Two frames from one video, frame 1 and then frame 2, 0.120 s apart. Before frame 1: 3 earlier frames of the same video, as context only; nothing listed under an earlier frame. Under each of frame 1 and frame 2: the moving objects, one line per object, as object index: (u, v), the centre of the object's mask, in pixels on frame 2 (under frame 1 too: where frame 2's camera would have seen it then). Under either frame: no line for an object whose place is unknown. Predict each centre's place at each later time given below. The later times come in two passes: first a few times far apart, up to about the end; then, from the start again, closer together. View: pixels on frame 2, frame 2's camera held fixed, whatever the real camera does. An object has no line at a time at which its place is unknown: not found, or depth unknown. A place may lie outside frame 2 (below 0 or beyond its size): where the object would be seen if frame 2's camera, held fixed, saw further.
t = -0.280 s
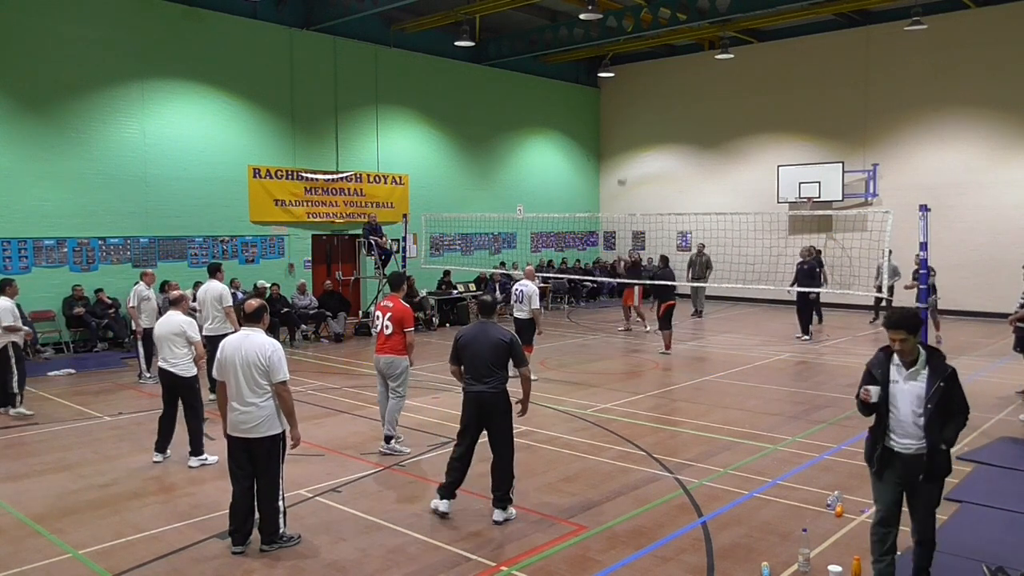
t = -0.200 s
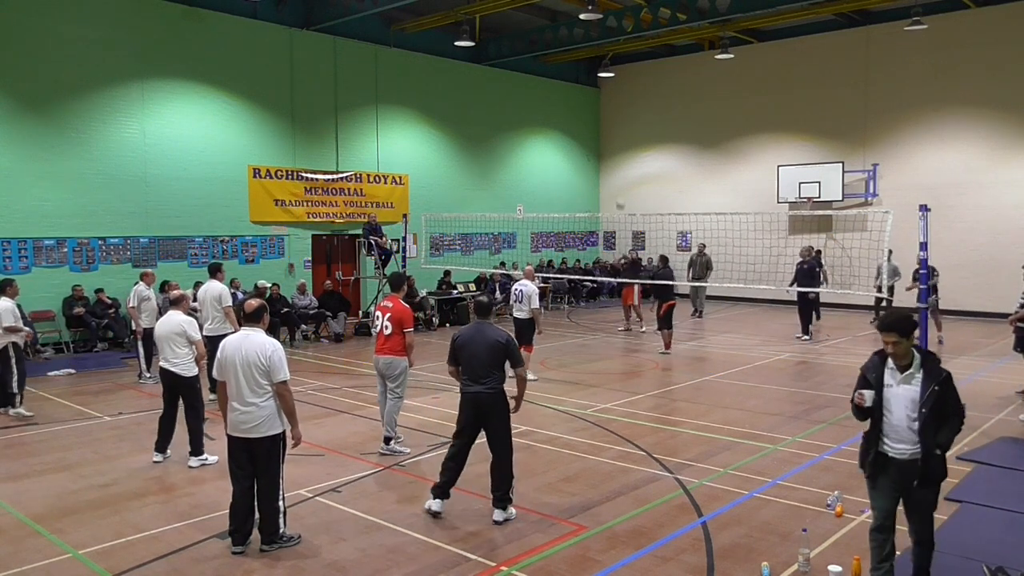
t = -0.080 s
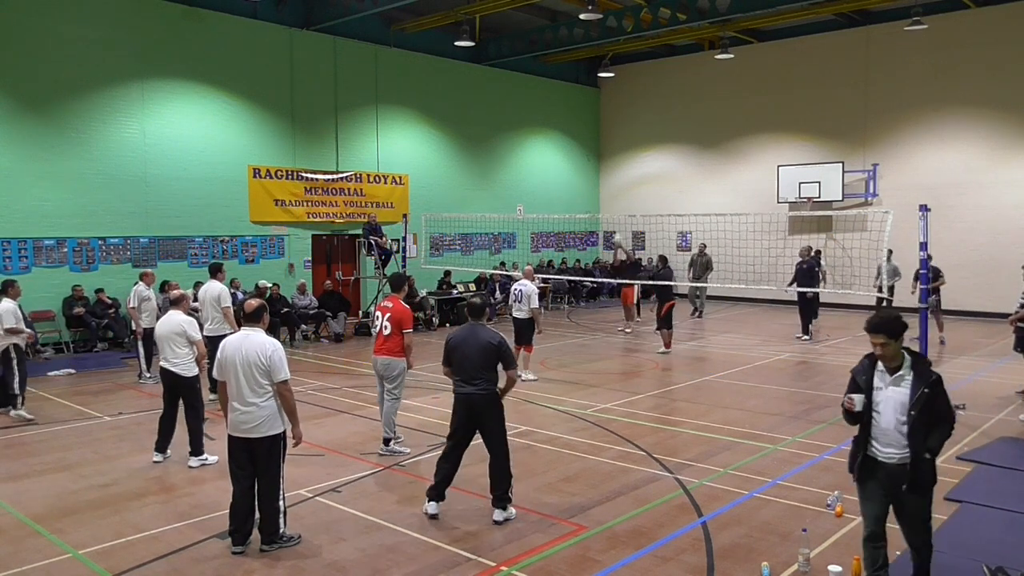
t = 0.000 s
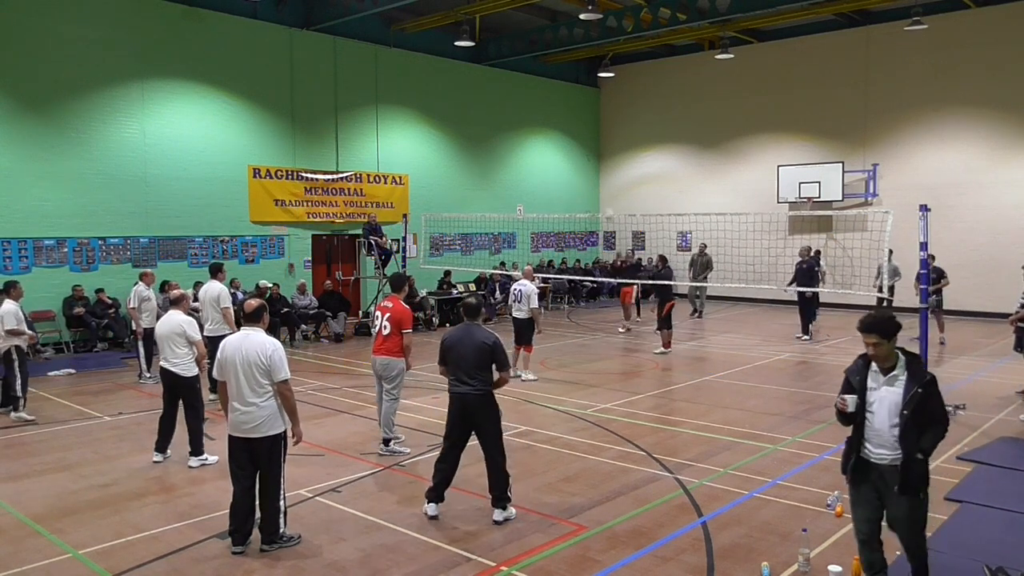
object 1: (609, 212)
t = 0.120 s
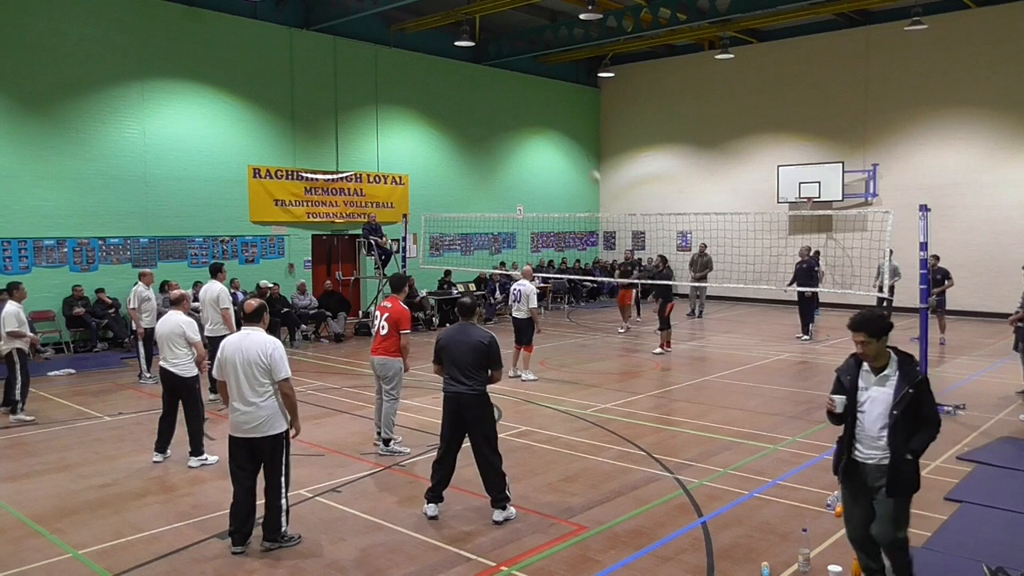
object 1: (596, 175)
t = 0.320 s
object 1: (569, 121)
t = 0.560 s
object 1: (529, 70)
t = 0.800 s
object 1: (478, 56)
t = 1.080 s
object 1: (399, 105)
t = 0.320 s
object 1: (569, 121)
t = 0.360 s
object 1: (563, 111)
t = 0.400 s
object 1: (557, 101)
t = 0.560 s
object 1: (529, 70)
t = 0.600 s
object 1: (521, 66)
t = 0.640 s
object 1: (513, 62)
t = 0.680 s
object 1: (505, 59)
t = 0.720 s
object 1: (497, 56)
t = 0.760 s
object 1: (488, 55)
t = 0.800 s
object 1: (478, 56)
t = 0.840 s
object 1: (469, 58)
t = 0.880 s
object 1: (459, 61)
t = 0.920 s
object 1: (448, 66)
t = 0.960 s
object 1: (437, 73)
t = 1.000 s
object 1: (425, 82)
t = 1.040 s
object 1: (412, 93)
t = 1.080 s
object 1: (399, 105)
